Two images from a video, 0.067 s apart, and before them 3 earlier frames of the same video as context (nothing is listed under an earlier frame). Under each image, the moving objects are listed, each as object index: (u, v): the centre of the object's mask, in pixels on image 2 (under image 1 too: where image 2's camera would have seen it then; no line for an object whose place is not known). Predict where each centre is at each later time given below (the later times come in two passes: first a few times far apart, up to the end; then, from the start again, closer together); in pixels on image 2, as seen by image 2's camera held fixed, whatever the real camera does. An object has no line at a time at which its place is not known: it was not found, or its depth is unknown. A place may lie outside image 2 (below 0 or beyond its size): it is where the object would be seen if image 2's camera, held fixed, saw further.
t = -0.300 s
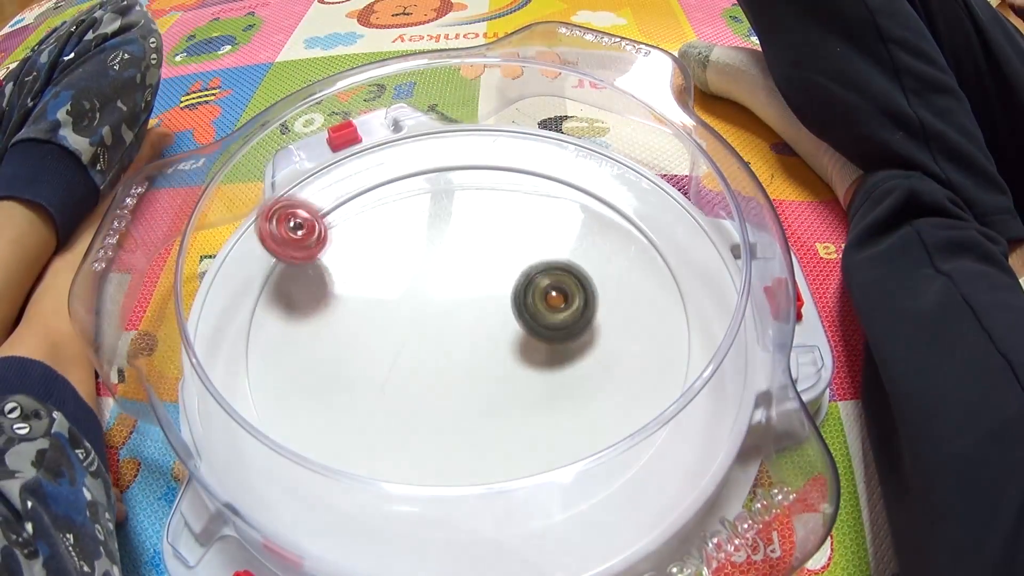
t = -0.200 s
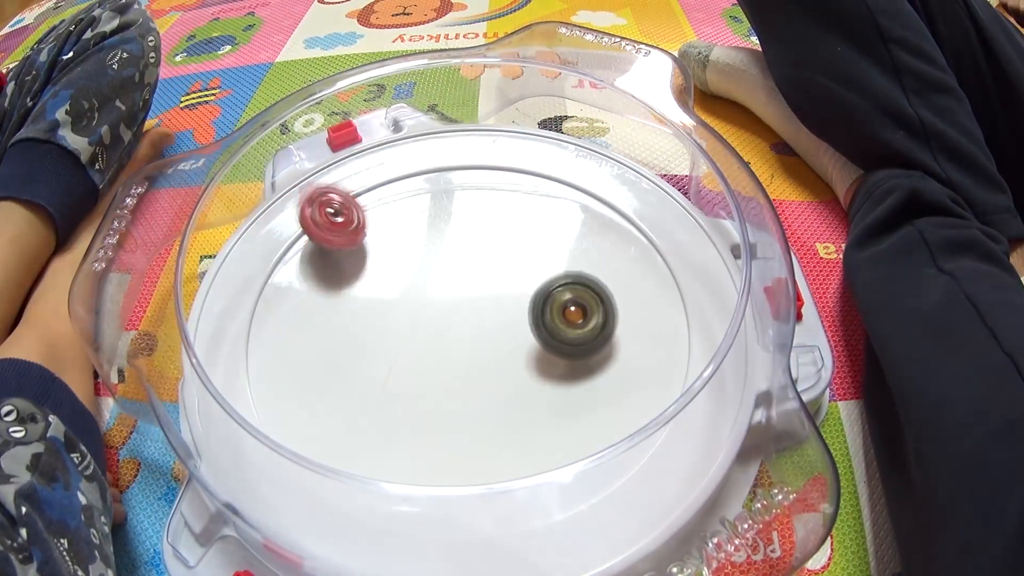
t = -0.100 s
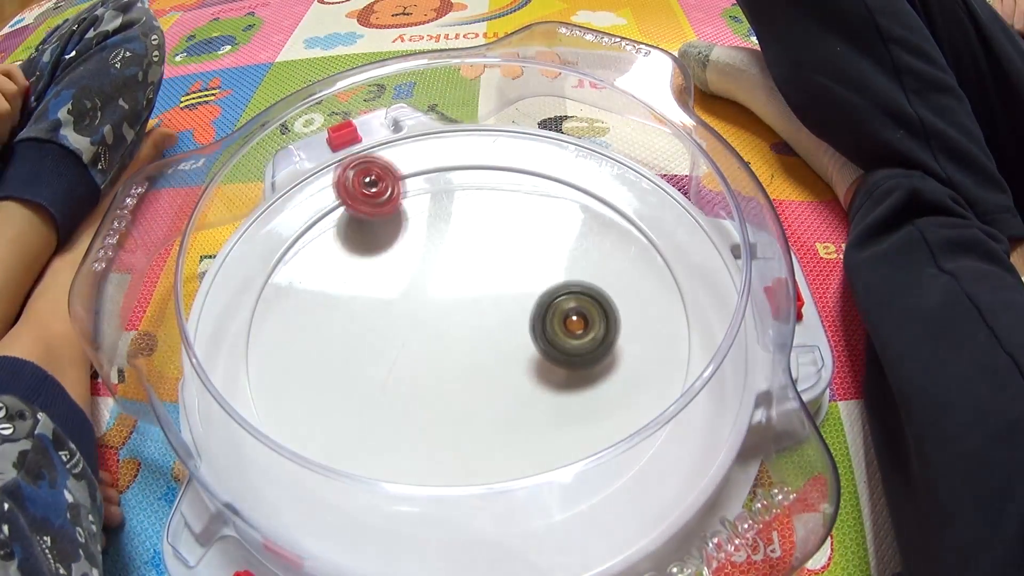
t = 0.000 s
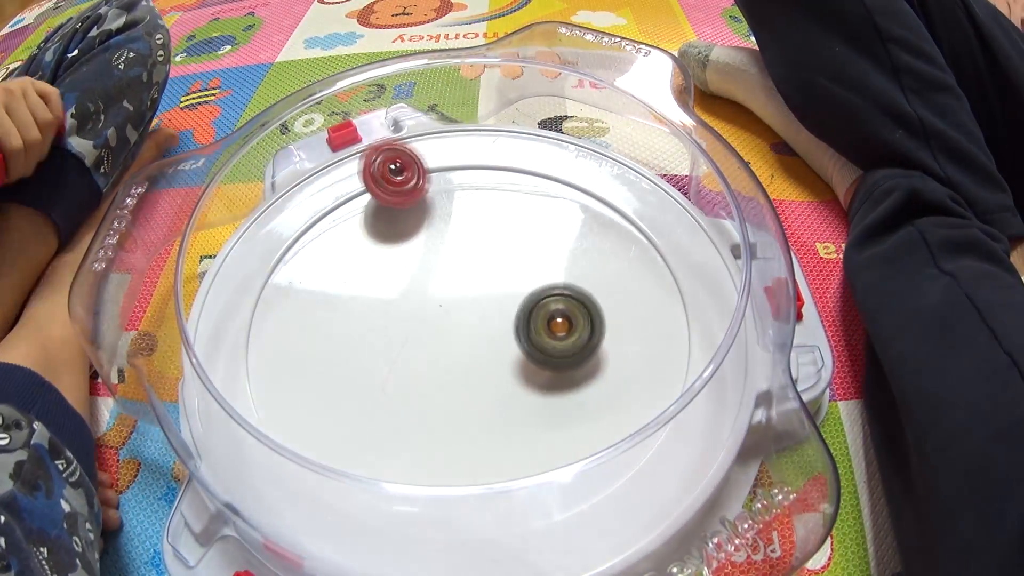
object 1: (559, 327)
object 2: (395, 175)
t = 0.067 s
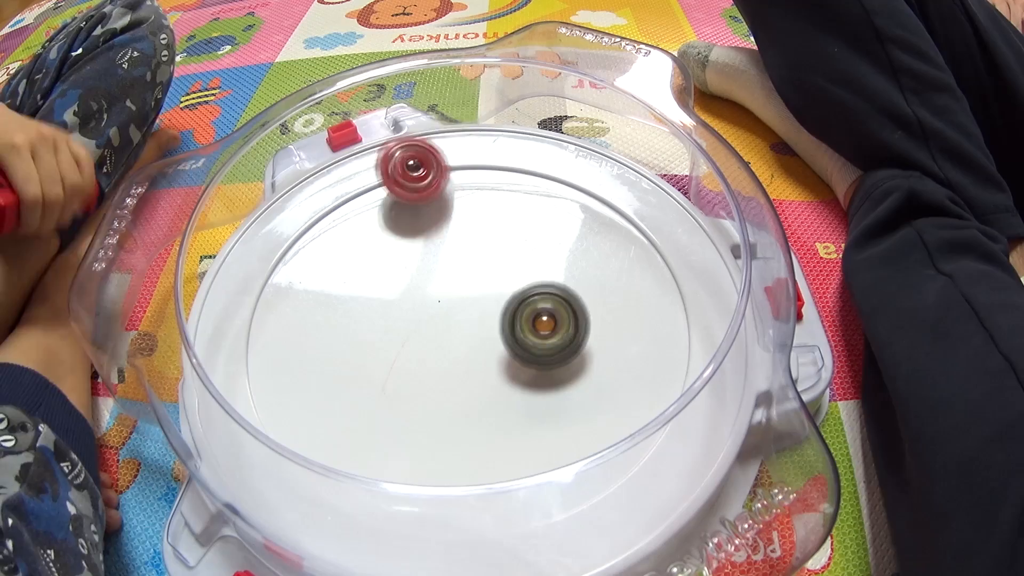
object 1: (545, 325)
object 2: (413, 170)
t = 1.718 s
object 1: (413, 386)
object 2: (368, 470)
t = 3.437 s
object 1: (562, 342)
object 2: (625, 281)
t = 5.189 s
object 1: (491, 180)
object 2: (569, 324)
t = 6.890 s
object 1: (357, 263)
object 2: (543, 224)
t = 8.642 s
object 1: (373, 327)
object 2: (557, 267)
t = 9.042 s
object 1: (415, 283)
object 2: (524, 399)
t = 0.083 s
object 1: (541, 324)
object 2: (417, 167)
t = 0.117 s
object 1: (535, 322)
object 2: (430, 161)
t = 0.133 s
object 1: (534, 320)
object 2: (435, 158)
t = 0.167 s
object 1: (532, 317)
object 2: (443, 158)
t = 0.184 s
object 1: (531, 316)
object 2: (444, 160)
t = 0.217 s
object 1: (531, 312)
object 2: (452, 162)
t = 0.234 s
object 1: (532, 311)
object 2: (457, 163)
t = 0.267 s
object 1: (535, 308)
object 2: (472, 160)
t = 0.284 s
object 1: (538, 307)
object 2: (480, 159)
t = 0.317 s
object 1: (542, 306)
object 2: (497, 161)
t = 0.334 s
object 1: (543, 305)
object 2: (505, 163)
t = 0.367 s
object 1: (548, 303)
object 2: (521, 164)
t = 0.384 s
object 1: (550, 303)
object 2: (531, 165)
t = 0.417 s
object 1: (555, 303)
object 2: (541, 174)
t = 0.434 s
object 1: (556, 303)
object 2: (547, 175)
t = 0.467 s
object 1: (559, 303)
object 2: (558, 179)
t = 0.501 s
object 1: (562, 303)
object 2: (574, 182)
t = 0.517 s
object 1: (563, 303)
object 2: (584, 182)
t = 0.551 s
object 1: (567, 305)
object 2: (592, 193)
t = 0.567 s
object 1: (568, 307)
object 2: (594, 197)
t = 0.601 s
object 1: (571, 310)
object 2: (602, 204)
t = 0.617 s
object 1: (572, 312)
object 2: (608, 208)
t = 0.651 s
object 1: (574, 316)
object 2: (621, 212)
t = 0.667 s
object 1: (576, 318)
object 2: (629, 215)
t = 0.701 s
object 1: (578, 323)
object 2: (634, 222)
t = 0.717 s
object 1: (579, 325)
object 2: (633, 228)
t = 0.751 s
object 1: (581, 329)
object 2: (638, 236)
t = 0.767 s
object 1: (581, 331)
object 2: (644, 240)
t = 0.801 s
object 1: (582, 334)
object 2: (654, 248)
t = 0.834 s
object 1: (583, 338)
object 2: (660, 258)
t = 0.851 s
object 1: (582, 339)
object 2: (658, 266)
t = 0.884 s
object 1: (582, 342)
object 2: (660, 274)
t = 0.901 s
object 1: (581, 344)
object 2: (663, 278)
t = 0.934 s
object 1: (578, 348)
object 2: (667, 291)
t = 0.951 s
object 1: (576, 349)
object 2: (672, 299)
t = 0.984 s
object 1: (572, 353)
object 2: (672, 311)
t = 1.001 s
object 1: (570, 355)
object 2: (671, 317)
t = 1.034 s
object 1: (566, 358)
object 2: (673, 332)
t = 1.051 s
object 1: (563, 361)
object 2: (672, 339)
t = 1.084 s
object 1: (557, 365)
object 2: (662, 352)
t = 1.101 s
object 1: (553, 366)
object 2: (657, 359)
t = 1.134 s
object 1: (546, 370)
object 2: (651, 372)
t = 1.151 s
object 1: (542, 372)
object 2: (647, 379)
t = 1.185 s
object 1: (535, 375)
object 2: (640, 393)
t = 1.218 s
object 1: (527, 377)
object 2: (631, 405)
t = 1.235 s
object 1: (524, 378)
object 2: (621, 408)
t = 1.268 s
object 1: (515, 380)
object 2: (603, 416)
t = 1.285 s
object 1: (511, 382)
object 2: (594, 420)
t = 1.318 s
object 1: (502, 384)
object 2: (577, 429)
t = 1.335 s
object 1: (497, 385)
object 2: (569, 434)
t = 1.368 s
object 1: (488, 386)
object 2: (553, 444)
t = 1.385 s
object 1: (484, 387)
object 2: (545, 449)
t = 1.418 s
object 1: (476, 388)
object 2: (529, 479)
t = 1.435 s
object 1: (471, 389)
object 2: (520, 489)
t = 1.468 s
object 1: (463, 390)
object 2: (503, 484)
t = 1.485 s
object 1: (459, 390)
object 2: (498, 479)
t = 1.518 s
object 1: (451, 391)
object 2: (479, 471)
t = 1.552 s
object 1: (444, 391)
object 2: (462, 472)
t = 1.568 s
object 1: (440, 391)
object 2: (451, 465)
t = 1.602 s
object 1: (434, 390)
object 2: (430, 476)
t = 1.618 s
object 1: (431, 390)
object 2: (418, 479)
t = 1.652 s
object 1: (425, 389)
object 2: (395, 483)
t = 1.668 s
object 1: (422, 388)
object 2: (384, 483)
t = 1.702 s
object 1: (416, 387)
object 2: (369, 475)
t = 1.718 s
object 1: (413, 386)
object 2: (368, 470)
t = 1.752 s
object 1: (407, 384)
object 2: (361, 455)
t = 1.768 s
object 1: (404, 383)
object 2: (351, 457)
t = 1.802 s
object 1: (399, 380)
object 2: (342, 446)
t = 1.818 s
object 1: (396, 379)
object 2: (334, 443)
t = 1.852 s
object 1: (392, 376)
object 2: (322, 436)
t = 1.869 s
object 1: (390, 375)
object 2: (317, 433)
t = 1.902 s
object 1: (385, 372)
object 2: (302, 425)
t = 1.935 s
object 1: (381, 368)
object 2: (295, 416)
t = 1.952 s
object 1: (379, 367)
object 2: (291, 412)
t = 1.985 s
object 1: (374, 363)
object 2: (284, 402)
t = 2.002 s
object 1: (372, 361)
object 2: (285, 399)
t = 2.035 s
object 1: (372, 357)
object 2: (280, 389)
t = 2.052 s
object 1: (373, 353)
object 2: (278, 383)
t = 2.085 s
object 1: (377, 346)
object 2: (278, 374)
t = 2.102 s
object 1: (378, 343)
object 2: (278, 369)
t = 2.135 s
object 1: (380, 336)
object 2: (280, 357)
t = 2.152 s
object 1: (381, 333)
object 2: (282, 351)
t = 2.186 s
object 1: (383, 326)
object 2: (287, 341)
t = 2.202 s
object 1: (384, 323)
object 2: (290, 335)
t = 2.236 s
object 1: (385, 316)
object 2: (296, 321)
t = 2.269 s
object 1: (396, 309)
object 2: (299, 310)
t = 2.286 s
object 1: (401, 305)
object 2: (299, 303)
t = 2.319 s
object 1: (410, 299)
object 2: (302, 290)
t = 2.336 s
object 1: (414, 295)
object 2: (306, 284)
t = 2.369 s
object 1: (420, 289)
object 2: (313, 273)
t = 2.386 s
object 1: (422, 286)
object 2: (316, 267)
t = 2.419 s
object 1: (427, 279)
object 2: (324, 256)
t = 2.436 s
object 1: (429, 276)
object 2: (328, 251)
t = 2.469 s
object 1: (432, 270)
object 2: (338, 243)
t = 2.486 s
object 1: (434, 267)
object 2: (342, 237)
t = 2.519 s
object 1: (436, 262)
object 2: (351, 227)
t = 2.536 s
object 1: (437, 259)
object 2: (357, 223)
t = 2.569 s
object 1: (438, 254)
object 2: (368, 215)
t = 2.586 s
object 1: (439, 252)
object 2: (373, 211)
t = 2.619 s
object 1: (443, 250)
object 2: (381, 203)
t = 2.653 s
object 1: (456, 259)
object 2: (385, 189)
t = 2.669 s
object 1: (462, 262)
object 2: (388, 184)
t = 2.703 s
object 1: (474, 269)
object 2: (393, 178)
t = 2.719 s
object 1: (479, 271)
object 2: (397, 176)
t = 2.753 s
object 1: (489, 275)
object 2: (405, 171)
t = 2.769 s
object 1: (494, 276)
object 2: (409, 170)
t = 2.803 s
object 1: (503, 277)
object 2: (419, 169)
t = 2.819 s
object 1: (507, 277)
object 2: (423, 169)
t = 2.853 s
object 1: (515, 276)
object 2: (432, 170)
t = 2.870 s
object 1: (519, 275)
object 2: (437, 170)
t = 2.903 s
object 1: (526, 274)
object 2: (447, 173)
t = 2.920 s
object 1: (530, 273)
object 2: (452, 175)
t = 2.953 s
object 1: (535, 272)
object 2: (463, 181)
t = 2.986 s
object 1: (539, 270)
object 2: (474, 186)
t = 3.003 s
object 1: (541, 270)
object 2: (479, 189)
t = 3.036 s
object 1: (546, 268)
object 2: (493, 196)
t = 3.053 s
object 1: (547, 269)
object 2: (500, 199)
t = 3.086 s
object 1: (550, 269)
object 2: (514, 208)
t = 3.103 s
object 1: (553, 275)
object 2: (521, 209)
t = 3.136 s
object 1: (556, 288)
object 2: (534, 212)
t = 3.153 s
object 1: (556, 293)
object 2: (540, 215)
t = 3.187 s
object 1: (557, 303)
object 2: (553, 221)
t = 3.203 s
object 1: (557, 307)
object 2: (560, 223)
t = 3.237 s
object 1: (557, 314)
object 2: (572, 230)
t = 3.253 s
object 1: (557, 317)
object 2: (579, 234)
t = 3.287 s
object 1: (558, 323)
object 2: (590, 241)
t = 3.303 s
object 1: (558, 325)
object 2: (596, 246)
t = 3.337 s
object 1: (560, 330)
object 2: (605, 255)
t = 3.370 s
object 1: (561, 335)
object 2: (613, 264)
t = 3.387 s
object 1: (561, 337)
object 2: (616, 268)
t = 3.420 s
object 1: (562, 340)
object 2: (622, 276)
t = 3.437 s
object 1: (562, 342)
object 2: (625, 281)
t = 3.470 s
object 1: (550, 351)
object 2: (632, 288)
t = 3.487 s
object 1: (541, 356)
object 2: (636, 290)
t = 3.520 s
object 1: (524, 363)
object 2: (641, 297)
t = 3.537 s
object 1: (517, 366)
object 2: (643, 303)
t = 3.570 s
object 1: (503, 372)
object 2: (642, 311)
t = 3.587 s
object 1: (496, 375)
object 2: (641, 315)
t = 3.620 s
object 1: (485, 380)
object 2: (637, 324)
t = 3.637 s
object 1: (481, 382)
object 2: (635, 329)
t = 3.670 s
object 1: (472, 387)
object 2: (628, 339)
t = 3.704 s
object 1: (464, 392)
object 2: (620, 349)
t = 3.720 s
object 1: (460, 394)
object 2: (614, 354)
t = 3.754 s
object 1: (452, 398)
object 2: (603, 364)
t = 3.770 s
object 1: (449, 400)
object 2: (596, 369)
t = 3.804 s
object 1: (441, 402)
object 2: (582, 378)
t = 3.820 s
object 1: (438, 403)
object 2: (574, 382)
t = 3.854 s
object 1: (432, 405)
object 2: (556, 391)
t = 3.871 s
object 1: (430, 405)
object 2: (547, 396)
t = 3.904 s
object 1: (423, 405)
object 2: (527, 405)
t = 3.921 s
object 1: (416, 404)
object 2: (520, 409)
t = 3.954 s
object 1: (399, 402)
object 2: (508, 415)
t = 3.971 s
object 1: (391, 400)
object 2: (502, 417)
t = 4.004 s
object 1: (379, 396)
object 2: (489, 421)
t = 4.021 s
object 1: (373, 393)
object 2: (483, 422)
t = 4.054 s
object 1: (366, 390)
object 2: (470, 422)
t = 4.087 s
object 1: (360, 385)
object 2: (457, 422)
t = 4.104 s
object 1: (356, 383)
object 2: (449, 421)
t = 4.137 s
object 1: (350, 377)
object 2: (437, 418)
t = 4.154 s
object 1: (345, 372)
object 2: (433, 417)
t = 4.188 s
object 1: (338, 364)
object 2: (423, 413)
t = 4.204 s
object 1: (334, 359)
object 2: (418, 410)
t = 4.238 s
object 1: (329, 351)
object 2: (410, 404)
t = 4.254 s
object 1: (327, 347)
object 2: (406, 400)
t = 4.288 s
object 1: (324, 339)
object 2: (399, 392)
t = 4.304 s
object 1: (323, 336)
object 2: (396, 388)
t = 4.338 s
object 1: (320, 326)
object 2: (391, 381)
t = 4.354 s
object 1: (318, 320)
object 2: (391, 378)
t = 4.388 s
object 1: (315, 309)
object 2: (390, 372)
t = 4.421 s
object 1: (313, 298)
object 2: (387, 363)
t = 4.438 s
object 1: (313, 294)
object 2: (386, 360)
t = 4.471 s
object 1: (313, 286)
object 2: (387, 352)
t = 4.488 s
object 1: (314, 282)
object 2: (386, 348)
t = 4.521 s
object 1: (317, 274)
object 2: (388, 337)
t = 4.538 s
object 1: (319, 272)
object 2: (390, 332)
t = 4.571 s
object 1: (325, 266)
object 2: (391, 321)
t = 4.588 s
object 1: (328, 264)
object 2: (392, 316)
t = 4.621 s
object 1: (334, 257)
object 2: (395, 306)
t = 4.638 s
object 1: (337, 253)
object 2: (400, 304)
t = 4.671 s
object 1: (343, 244)
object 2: (415, 303)
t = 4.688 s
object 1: (345, 240)
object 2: (421, 301)
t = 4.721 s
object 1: (353, 234)
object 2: (432, 296)
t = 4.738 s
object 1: (357, 231)
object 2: (439, 293)
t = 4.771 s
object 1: (365, 226)
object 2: (451, 288)
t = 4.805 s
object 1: (374, 222)
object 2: (465, 283)
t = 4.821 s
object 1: (379, 220)
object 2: (471, 281)
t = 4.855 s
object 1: (389, 218)
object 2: (483, 276)
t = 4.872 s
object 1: (394, 215)
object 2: (487, 273)
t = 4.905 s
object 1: (405, 214)
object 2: (499, 270)
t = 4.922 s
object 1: (412, 214)
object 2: (504, 268)
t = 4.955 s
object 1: (423, 213)
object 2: (513, 264)
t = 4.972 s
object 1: (428, 213)
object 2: (517, 264)
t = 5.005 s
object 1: (442, 214)
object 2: (522, 261)
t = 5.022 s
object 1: (448, 215)
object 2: (523, 262)
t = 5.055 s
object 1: (462, 218)
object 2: (527, 264)
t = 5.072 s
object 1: (469, 217)
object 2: (528, 263)
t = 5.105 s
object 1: (480, 217)
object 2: (534, 272)
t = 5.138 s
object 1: (485, 194)
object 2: (550, 299)
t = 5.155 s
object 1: (487, 189)
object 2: (556, 309)
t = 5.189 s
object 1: (491, 180)
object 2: (569, 324)
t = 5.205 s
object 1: (494, 176)
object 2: (574, 330)
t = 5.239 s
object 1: (500, 170)
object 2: (586, 340)
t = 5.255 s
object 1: (503, 171)
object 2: (591, 344)
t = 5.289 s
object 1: (511, 169)
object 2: (602, 357)
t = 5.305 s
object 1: (514, 170)
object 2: (609, 363)
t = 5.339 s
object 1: (521, 171)
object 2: (618, 373)
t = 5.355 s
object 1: (524, 175)
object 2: (621, 380)
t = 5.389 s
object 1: (530, 179)
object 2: (627, 392)
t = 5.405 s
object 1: (532, 184)
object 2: (629, 396)
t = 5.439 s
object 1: (535, 190)
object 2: (628, 402)
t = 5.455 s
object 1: (537, 195)
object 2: (626, 405)
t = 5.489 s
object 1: (540, 204)
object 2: (629, 419)
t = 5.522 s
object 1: (545, 216)
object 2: (625, 426)
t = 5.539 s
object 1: (546, 223)
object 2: (621, 427)
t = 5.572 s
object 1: (549, 238)
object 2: (611, 432)
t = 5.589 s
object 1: (550, 247)
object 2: (607, 432)
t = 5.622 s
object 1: (551, 267)
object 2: (591, 428)
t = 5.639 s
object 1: (552, 277)
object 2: (583, 431)
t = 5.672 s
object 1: (554, 298)
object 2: (573, 434)
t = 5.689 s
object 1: (554, 310)
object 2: (565, 434)
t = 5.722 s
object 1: (556, 334)
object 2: (545, 434)
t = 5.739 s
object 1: (556, 346)
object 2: (537, 433)
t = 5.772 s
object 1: (562, 364)
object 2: (511, 433)
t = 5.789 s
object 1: (566, 373)
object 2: (495, 434)
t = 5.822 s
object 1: (574, 385)
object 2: (470, 435)
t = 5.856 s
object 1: (581, 398)
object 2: (450, 433)
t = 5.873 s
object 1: (583, 404)
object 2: (439, 430)
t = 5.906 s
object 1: (586, 414)
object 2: (419, 426)
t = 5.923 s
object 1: (585, 418)
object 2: (412, 423)
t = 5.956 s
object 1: (585, 424)
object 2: (393, 413)
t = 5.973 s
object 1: (582, 428)
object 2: (385, 409)
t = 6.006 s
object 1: (578, 433)
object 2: (373, 400)
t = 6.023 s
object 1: (575, 435)
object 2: (366, 393)
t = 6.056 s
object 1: (567, 441)
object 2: (353, 382)
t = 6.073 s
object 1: (563, 442)
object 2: (349, 376)
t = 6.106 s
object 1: (553, 446)
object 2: (342, 362)
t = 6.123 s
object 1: (546, 448)
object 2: (336, 355)
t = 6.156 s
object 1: (532, 450)
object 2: (334, 343)
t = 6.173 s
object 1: (524, 450)
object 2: (332, 335)
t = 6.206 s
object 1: (509, 451)
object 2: (329, 323)
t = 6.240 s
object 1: (490, 451)
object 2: (330, 309)
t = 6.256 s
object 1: (480, 449)
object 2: (330, 301)
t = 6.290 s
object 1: (462, 445)
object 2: (333, 289)
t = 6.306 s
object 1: (452, 440)
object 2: (336, 282)
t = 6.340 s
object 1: (435, 430)
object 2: (340, 270)
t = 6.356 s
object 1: (426, 424)
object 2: (344, 264)
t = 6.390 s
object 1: (410, 413)
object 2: (352, 252)
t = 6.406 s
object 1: (403, 405)
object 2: (356, 247)
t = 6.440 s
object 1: (390, 392)
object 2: (366, 237)
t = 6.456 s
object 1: (383, 384)
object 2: (372, 233)
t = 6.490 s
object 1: (371, 371)
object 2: (382, 225)
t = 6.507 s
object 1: (366, 364)
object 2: (389, 221)
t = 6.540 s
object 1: (357, 350)
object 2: (402, 213)
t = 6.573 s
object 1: (350, 338)
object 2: (414, 208)
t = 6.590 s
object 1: (347, 333)
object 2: (421, 205)
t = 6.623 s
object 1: (343, 321)
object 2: (435, 202)
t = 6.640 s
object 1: (340, 314)
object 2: (442, 201)
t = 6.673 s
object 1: (337, 304)
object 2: (456, 199)
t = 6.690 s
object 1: (338, 301)
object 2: (462, 199)
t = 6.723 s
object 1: (337, 292)
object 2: (477, 200)
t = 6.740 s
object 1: (337, 287)
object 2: (484, 200)
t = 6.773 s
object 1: (339, 280)
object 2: (498, 203)
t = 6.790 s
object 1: (341, 278)
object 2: (506, 205)
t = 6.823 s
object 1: (345, 272)
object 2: (518, 210)
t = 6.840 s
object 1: (347, 269)
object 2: (525, 214)
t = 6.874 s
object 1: (353, 265)
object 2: (537, 219)
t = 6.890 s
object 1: (357, 263)
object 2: (543, 224)
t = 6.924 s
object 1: (365, 260)
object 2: (554, 233)
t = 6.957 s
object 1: (375, 258)
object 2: (564, 241)
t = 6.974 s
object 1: (380, 257)
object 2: (568, 245)
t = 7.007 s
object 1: (391, 256)
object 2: (576, 257)
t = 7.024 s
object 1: (396, 254)
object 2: (579, 263)
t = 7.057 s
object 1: (408, 253)
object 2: (583, 276)
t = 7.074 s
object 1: (415, 254)
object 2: (585, 282)
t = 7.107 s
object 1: (426, 254)
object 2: (587, 295)
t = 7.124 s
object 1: (432, 253)
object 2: (587, 303)
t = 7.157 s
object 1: (444, 253)
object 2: (588, 315)
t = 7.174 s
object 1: (451, 254)
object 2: (585, 322)
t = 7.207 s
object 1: (462, 254)
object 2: (582, 337)
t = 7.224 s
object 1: (468, 253)
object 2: (581, 342)
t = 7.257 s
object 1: (479, 253)
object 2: (572, 357)
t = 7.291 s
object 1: (490, 252)
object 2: (565, 368)
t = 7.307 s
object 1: (497, 252)
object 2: (558, 374)
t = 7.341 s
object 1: (507, 251)
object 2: (548, 387)
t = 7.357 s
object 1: (511, 251)
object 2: (541, 391)
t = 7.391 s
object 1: (521, 249)
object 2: (525, 401)
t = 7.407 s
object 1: (526, 248)
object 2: (519, 406)
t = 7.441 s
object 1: (535, 246)
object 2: (500, 412)
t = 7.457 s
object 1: (539, 247)
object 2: (493, 415)
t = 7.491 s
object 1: (547, 245)
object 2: (475, 418)
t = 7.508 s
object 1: (550, 245)
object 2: (466, 420)
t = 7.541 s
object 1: (556, 244)
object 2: (449, 421)
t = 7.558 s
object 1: (559, 245)
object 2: (439, 420)
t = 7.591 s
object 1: (564, 246)
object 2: (422, 419)
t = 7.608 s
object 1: (564, 246)
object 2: (414, 417)
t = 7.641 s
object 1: (568, 250)
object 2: (396, 411)
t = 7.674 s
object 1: (570, 253)
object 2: (382, 404)
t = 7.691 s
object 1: (571, 254)
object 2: (374, 400)
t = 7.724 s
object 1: (571, 258)
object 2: (364, 392)
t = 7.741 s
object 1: (571, 261)
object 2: (357, 386)
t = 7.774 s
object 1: (572, 264)
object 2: (349, 376)
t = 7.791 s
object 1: (571, 266)
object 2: (346, 370)
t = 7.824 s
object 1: (570, 271)
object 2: (339, 359)
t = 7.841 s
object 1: (569, 273)
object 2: (337, 353)
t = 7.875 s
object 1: (568, 278)
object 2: (333, 340)
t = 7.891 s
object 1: (567, 281)
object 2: (333, 334)
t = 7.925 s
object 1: (565, 287)
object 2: (332, 323)
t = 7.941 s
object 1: (563, 290)
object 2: (333, 316)
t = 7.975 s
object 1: (560, 296)
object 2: (335, 304)
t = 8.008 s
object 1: (557, 302)
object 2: (341, 294)
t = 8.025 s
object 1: (555, 305)
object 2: (343, 288)
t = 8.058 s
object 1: (551, 311)
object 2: (351, 278)
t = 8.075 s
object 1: (548, 314)
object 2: (355, 273)
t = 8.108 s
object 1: (541, 320)
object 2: (364, 264)
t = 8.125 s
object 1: (537, 323)
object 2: (369, 259)
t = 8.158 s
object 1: (528, 328)
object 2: (380, 252)
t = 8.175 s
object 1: (524, 330)
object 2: (386, 248)
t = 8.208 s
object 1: (515, 335)
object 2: (397, 242)
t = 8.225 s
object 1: (509, 337)
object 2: (404, 239)
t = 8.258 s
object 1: (497, 341)
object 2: (416, 234)
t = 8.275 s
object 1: (490, 343)
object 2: (423, 233)
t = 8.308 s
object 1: (476, 345)
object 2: (436, 229)
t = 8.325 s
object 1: (469, 346)
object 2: (443, 228)
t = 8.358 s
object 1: (455, 348)
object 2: (456, 227)
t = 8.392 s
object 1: (442, 348)
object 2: (469, 226)
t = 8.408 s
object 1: (434, 347)
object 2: (476, 228)
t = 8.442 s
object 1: (420, 347)
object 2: (490, 230)
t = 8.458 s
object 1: (413, 346)
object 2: (497, 232)
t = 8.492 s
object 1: (402, 344)
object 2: (510, 237)
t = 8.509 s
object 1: (398, 342)
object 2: (515, 239)
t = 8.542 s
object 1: (389, 338)
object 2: (527, 245)
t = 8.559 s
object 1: (386, 337)
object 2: (533, 248)
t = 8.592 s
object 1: (379, 334)
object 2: (543, 255)
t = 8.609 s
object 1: (376, 332)
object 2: (549, 260)
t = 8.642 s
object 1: (373, 327)
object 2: (557, 267)
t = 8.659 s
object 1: (371, 325)
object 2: (561, 274)
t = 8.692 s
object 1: (369, 321)
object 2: (567, 283)
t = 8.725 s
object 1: (369, 316)
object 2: (572, 294)
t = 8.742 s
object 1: (370, 314)
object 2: (574, 299)
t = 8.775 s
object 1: (370, 308)
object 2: (576, 312)
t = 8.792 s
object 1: (371, 307)
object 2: (577, 317)
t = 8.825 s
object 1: (375, 303)
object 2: (576, 329)
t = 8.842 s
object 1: (376, 301)
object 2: (575, 335)
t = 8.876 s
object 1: (381, 296)
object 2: (571, 348)
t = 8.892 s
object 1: (383, 294)
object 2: (569, 354)
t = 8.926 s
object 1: (389, 291)
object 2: (561, 366)
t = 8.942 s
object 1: (393, 289)
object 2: (558, 371)
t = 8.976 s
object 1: (400, 286)
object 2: (547, 381)
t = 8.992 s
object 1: (404, 285)
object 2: (543, 386)
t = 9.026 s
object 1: (411, 284)
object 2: (530, 394)
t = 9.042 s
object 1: (415, 283)
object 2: (524, 399)
